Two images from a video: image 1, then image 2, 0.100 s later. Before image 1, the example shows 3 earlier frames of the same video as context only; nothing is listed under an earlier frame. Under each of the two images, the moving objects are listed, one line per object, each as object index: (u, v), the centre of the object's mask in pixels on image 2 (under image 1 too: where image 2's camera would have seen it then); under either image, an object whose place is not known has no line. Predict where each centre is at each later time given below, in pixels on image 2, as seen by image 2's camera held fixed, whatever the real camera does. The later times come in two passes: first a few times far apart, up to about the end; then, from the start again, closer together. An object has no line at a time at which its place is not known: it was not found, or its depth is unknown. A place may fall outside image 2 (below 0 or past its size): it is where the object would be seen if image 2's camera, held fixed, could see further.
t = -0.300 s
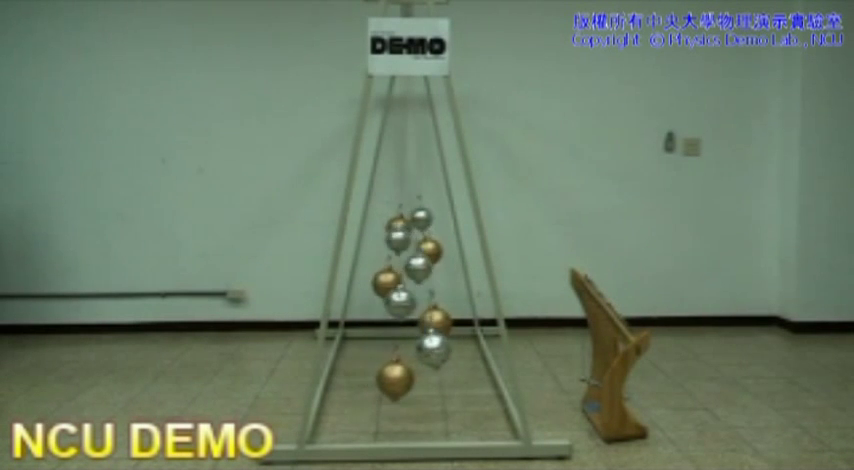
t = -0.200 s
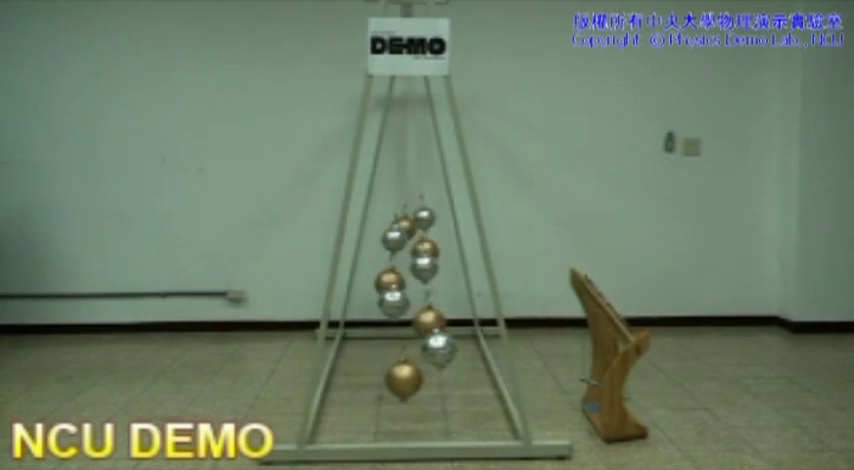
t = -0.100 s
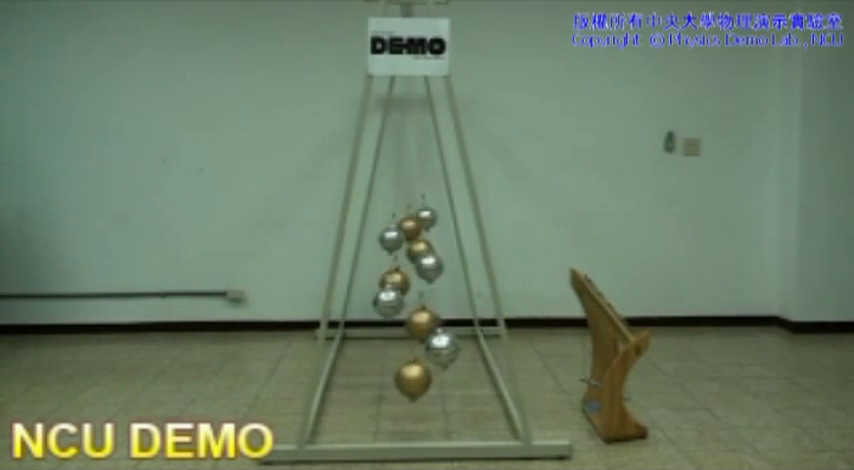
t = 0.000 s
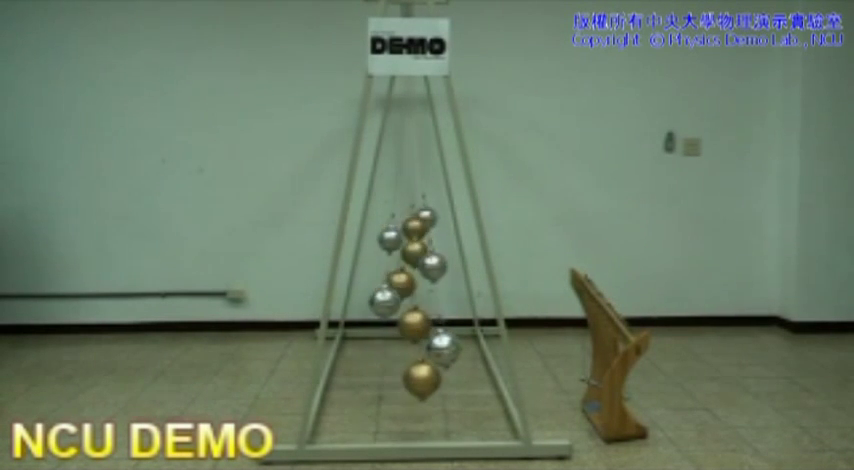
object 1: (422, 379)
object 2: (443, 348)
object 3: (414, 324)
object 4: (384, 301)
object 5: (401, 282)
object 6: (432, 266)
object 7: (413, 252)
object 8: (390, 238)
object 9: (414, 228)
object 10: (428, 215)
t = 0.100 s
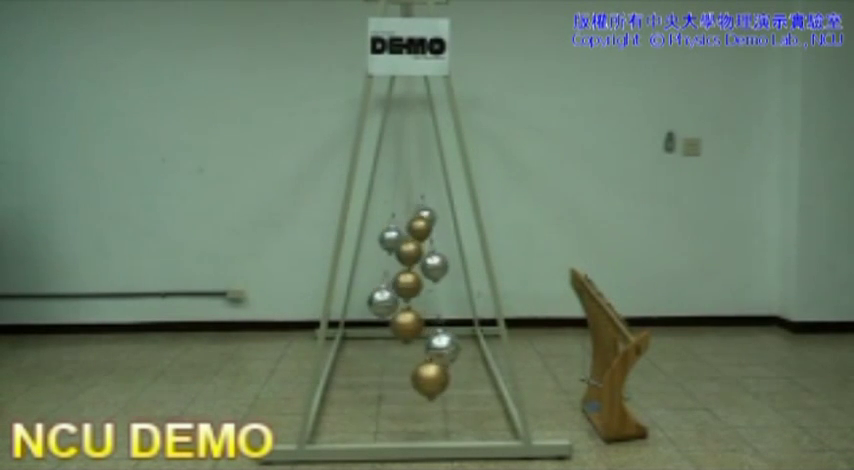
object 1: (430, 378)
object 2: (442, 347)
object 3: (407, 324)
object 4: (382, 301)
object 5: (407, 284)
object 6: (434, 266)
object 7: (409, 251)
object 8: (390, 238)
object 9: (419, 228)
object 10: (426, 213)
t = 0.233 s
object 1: (439, 378)
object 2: (437, 346)
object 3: (396, 324)
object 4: (383, 300)
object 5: (416, 284)
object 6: (434, 265)
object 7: (401, 252)
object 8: (392, 235)
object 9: (424, 227)
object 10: (419, 213)
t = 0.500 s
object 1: (446, 377)
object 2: (420, 349)
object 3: (383, 324)
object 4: (396, 300)
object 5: (431, 284)
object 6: (420, 264)
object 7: (391, 251)
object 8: (410, 238)
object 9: (429, 227)
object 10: (408, 216)
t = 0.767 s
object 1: (438, 378)
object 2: (398, 349)
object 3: (383, 322)
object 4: (415, 302)
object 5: (436, 282)
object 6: (404, 268)
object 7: (391, 249)
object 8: (424, 240)
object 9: (420, 221)
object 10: (398, 218)
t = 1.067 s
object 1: (414, 379)
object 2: (381, 349)
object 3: (400, 323)
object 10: (394, 215)
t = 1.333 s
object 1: (391, 380)
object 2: (380, 348)
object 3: (420, 325)
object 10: (406, 214)
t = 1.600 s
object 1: (377, 378)
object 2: (395, 348)
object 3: (436, 323)
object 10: (417, 217)
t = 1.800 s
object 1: (376, 379)
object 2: (410, 350)
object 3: (440, 322)
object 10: (424, 217)
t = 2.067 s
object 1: (388, 378)
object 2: (430, 349)
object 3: (434, 320)
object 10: (427, 215)
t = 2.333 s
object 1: (410, 379)
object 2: (442, 348)
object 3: (415, 324)
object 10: (415, 216)
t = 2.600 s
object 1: (433, 379)
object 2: (439, 347)
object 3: (395, 325)
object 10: (403, 216)
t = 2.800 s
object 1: (444, 378)
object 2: (427, 349)
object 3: (385, 323)
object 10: (397, 218)
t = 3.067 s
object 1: (445, 377)
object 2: (405, 350)
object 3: (382, 323)
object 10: (394, 216)
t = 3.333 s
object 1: (430, 378)
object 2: (387, 349)
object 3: (395, 321)
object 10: (406, 214)
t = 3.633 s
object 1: (405, 379)
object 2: (379, 349)
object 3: (417, 325)
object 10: (419, 217)
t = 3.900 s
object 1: (384, 379)
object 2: (388, 347)
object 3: (435, 324)
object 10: (426, 217)
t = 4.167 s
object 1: (376, 377)
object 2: (407, 350)
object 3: (440, 323)
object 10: (425, 213)
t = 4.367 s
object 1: (379, 378)
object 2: (424, 349)
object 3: (436, 321)
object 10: (413, 216)
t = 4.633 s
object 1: (396, 378)
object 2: (439, 349)
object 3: (419, 323)
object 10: (402, 217)
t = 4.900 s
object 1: (420, 379)
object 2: (441, 349)
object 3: (398, 324)
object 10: (395, 218)
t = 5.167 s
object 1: (439, 377)
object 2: (428, 347)
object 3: (384, 324)
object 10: (396, 214)
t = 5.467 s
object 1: (445, 377)
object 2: (406, 349)
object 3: (384, 323)
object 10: (412, 217)
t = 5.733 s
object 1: (434, 378)
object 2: (387, 349)
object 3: (400, 321)
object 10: (422, 217)
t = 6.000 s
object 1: (413, 379)
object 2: (379, 349)
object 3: (418, 324)
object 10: (426, 217)
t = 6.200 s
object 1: (395, 380)
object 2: (383, 348)
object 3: (432, 323)
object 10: (422, 213)
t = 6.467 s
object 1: (380, 379)
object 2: (399, 349)
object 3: (440, 322)
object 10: (409, 217)
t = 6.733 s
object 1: (377, 378)
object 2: (421, 349)
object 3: (434, 321)
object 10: (399, 217)
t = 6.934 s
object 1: (385, 379)
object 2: (434, 348)
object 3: (420, 322)
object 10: (395, 218)
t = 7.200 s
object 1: (406, 379)
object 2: (442, 348)
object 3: (401, 324)
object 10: (397, 214)
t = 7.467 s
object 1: (429, 379)
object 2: (435, 347)
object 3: (386, 323)
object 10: (412, 217)
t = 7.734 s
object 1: (443, 377)
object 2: (417, 350)
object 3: (383, 323)
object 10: (422, 217)
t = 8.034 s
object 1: (442, 377)
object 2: (393, 350)
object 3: (396, 321)
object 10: (426, 216)
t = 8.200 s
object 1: (434, 378)
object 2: (384, 349)
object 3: (408, 324)
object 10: (424, 214)
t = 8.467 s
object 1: (412, 379)
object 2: (380, 349)
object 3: (427, 323)
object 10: (408, 217)
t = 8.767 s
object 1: (388, 379)
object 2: (393, 348)
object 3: (439, 323)
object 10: (398, 217)
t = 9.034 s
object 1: (377, 378)
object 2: (413, 349)
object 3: (435, 323)
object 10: (395, 217)
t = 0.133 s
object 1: (433, 378)
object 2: (442, 347)
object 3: (405, 324)
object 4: (382, 301)
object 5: (409, 284)
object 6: (434, 266)
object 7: (407, 251)
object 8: (391, 238)
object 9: (420, 228)
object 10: (425, 213)
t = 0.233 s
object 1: (439, 378)
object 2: (437, 346)
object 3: (396, 324)
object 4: (383, 300)
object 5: (416, 284)
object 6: (434, 265)
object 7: (401, 252)
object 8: (392, 235)
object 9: (424, 227)
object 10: (419, 213)
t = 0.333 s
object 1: (444, 378)
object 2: (431, 347)
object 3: (390, 324)
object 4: (386, 299)
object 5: (423, 284)
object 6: (431, 264)
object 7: (396, 252)
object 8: (400, 235)
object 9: (427, 228)
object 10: (415, 215)
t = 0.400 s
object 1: (445, 377)
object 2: (427, 348)
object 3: (387, 324)
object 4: (390, 298)
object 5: (426, 284)
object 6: (427, 263)
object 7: (393, 252)
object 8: (404, 236)
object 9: (428, 227)
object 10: (413, 216)
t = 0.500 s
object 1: (446, 377)
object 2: (420, 349)
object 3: (383, 324)
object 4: (396, 300)
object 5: (431, 284)
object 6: (420, 264)
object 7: (391, 251)
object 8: (410, 238)
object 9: (429, 227)
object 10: (408, 216)
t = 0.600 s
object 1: (445, 377)
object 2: (411, 349)
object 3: (382, 323)
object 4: (403, 302)
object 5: (435, 283)
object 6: (415, 267)
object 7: (390, 251)
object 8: (415, 238)
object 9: (429, 225)
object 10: (404, 217)
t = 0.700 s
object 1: (442, 377)
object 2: (403, 350)
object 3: (382, 323)
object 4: (410, 303)
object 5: (435, 282)
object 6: (409, 267)
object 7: (390, 251)
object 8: (420, 240)
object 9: (426, 222)
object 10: (400, 218)
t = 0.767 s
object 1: (438, 378)
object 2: (398, 349)
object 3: (383, 322)
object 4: (415, 302)
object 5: (436, 282)
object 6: (404, 268)
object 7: (391, 249)
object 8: (424, 240)
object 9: (420, 221)
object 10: (398, 218)
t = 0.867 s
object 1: (431, 378)
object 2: (391, 349)
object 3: (386, 320)
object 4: (422, 302)
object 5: (435, 280)
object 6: (398, 267)
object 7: (395, 248)
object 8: (427, 238)
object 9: (413, 226)
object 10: (395, 218)
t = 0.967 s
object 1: (423, 378)
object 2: (385, 349)
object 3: (393, 320)
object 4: (429, 302)
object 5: (429, 279)
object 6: (393, 266)
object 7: (402, 248)
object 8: (429, 238)
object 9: (410, 228)
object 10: (394, 217)
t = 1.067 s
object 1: (414, 379)
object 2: (381, 349)
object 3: (400, 323)
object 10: (394, 215)
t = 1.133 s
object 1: (408, 379)
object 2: (380, 349)
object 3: (405, 324)
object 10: (395, 214)
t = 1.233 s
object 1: (399, 379)
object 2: (379, 349)
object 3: (413, 324)
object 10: (401, 213)
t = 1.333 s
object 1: (391, 380)
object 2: (380, 348)
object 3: (420, 325)
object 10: (406, 214)
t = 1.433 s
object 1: (384, 380)
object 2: (384, 348)
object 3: (427, 324)
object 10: (410, 216)
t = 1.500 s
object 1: (381, 379)
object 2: (388, 348)
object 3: (431, 324)
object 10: (412, 216)
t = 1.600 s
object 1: (377, 378)
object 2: (395, 348)
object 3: (436, 323)
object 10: (417, 217)
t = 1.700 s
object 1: (375, 379)
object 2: (401, 350)
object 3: (439, 323)
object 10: (421, 218)
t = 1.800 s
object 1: (376, 379)
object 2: (410, 350)
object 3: (440, 322)
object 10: (424, 217)
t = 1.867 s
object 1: (378, 379)
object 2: (416, 349)
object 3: (440, 322)
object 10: (425, 217)
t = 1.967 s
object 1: (382, 378)
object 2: (424, 349)
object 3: (438, 321)
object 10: (427, 217)
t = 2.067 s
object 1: (388, 378)
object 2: (430, 349)
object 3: (434, 320)
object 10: (427, 215)
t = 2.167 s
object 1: (396, 378)
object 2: (436, 348)
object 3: (426, 320)
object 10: (423, 213)
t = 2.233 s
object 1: (401, 379)
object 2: (439, 349)
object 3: (422, 321)
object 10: (419, 213)
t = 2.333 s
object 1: (410, 379)
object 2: (442, 348)
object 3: (415, 324)
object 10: (415, 216)
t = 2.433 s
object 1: (419, 379)
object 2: (442, 349)
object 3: (408, 324)
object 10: (411, 217)
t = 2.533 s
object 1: (428, 379)
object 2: (441, 348)
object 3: (400, 324)
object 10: (407, 216)
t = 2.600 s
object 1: (433, 379)
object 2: (439, 347)
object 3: (395, 325)
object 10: (403, 216)
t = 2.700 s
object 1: (439, 378)
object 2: (433, 347)
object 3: (389, 325)
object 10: (400, 218)
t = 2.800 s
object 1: (444, 378)
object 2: (427, 349)
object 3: (385, 323)
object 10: (397, 218)
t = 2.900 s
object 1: (445, 377)
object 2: (419, 350)
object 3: (382, 323)
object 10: (395, 218)
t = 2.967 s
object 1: (446, 377)
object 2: (414, 350)
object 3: (382, 323)
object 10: (394, 217)
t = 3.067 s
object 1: (445, 377)
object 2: (405, 350)
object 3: (382, 323)
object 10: (394, 216)
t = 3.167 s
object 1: (441, 377)
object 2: (397, 350)
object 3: (385, 321)
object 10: (396, 213)
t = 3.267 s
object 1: (435, 377)
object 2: (391, 350)
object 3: (390, 321)
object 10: (403, 214)
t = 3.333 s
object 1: (430, 378)
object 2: (387, 349)
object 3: (395, 321)
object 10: (406, 214)
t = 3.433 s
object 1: (423, 378)
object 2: (382, 349)
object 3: (401, 323)
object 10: (411, 217)
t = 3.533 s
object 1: (413, 379)
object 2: (379, 349)
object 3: (409, 324)
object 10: (414, 215)
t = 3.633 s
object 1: (405, 379)
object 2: (379, 349)
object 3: (417, 325)
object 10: (419, 217)
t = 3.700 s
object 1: (398, 379)
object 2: (380, 349)
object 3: (422, 324)
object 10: (421, 217)
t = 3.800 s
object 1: (391, 379)
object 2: (383, 348)
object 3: (428, 323)
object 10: (424, 217)
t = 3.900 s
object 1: (384, 379)
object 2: (388, 347)
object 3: (435, 324)
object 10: (426, 217)
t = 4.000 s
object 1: (380, 378)
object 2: (395, 348)
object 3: (438, 323)
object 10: (427, 216)
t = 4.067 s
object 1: (377, 378)
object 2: (399, 349)
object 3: (440, 322)
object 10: (427, 215)
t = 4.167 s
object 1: (376, 377)
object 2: (407, 350)
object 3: (440, 323)
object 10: (425, 213)
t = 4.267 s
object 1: (376, 377)
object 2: (416, 349)
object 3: (439, 323)
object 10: (417, 214)
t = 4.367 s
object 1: (379, 378)
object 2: (424, 349)
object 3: (436, 321)
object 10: (413, 216)
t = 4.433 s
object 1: (383, 378)
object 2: (428, 349)
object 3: (432, 320)
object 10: (411, 218)
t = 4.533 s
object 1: (389, 378)
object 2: (434, 349)
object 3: (424, 321)
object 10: (407, 217)
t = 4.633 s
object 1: (396, 378)
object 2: (439, 349)
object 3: (419, 323)
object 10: (402, 217)
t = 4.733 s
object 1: (405, 379)
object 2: (442, 348)
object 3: (411, 325)
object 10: (399, 218)
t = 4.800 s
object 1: (411, 379)
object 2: (442, 348)
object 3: (405, 324)
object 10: (397, 218)
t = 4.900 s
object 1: (420, 379)
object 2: (441, 349)
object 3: (398, 324)
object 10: (395, 218)
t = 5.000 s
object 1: (429, 378)
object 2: (438, 347)
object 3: (391, 323)
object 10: (395, 217)
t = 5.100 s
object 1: (436, 378)
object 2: (433, 346)
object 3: (387, 323)
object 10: (395, 215)
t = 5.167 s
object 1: (439, 377)
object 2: (428, 347)
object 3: (384, 324)
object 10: (396, 214)
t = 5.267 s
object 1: (444, 378)
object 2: (423, 350)
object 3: (382, 323)
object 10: (403, 213)
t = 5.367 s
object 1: (445, 377)
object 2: (413, 350)
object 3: (382, 323)
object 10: (408, 216)
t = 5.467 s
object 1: (445, 377)
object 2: (406, 349)
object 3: (384, 323)
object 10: (412, 217)
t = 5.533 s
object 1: (444, 377)
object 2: (400, 350)
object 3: (386, 322)
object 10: (414, 217)
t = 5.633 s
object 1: (440, 377)
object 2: (392, 350)
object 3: (392, 321)
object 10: (419, 216)
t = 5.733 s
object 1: (434, 378)
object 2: (387, 349)
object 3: (400, 321)
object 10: (422, 217)
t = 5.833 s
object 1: (427, 378)
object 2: (383, 349)
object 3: (406, 324)
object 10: (424, 217)
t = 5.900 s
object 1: (421, 379)
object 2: (381, 349)
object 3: (411, 324)
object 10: (425, 217)
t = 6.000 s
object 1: (413, 379)
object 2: (379, 349)
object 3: (418, 324)
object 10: (426, 217)
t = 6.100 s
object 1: (404, 379)
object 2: (380, 349)
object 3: (426, 324)
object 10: (426, 215)
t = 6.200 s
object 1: (395, 380)
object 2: (383, 348)
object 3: (432, 323)
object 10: (422, 213)
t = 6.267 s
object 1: (390, 380)
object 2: (386, 348)
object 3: (435, 323)
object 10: (416, 213)
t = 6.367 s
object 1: (384, 379)
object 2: (393, 348)
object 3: (439, 323)
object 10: (412, 216)
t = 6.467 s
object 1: (380, 379)
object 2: (399, 349)
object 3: (440, 322)
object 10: (409, 217)
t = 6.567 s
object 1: (377, 378)
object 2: (408, 350)
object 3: (439, 322)
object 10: (405, 217)
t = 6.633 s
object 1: (376, 378)
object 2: (413, 349)
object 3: (438, 322)
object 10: (403, 217)
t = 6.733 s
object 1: (377, 378)
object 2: (421, 349)
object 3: (434, 321)
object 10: (399, 217)
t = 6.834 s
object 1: (380, 378)
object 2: (428, 349)
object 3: (428, 320)
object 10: (396, 218)
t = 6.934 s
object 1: (385, 379)
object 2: (434, 348)
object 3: (420, 322)
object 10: (395, 218)
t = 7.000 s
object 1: (389, 379)
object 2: (437, 349)
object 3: (416, 324)
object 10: (395, 217)
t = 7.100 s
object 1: (397, 379)
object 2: (441, 348)
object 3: (409, 324)
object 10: (395, 216)
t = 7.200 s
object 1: (406, 379)
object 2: (442, 348)
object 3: (401, 324)
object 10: (397, 214)
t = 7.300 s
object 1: (415, 379)
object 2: (441, 348)
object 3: (394, 324)
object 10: (404, 214)
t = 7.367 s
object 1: (421, 379)
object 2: (439, 348)
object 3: (390, 323)
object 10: (409, 216)
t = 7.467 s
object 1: (429, 379)
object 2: (435, 347)
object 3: (386, 323)
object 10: (412, 217)
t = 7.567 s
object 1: (436, 379)
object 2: (428, 347)
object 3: (383, 323)
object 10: (415, 217)
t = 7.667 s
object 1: (441, 378)
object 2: (422, 349)
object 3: (382, 323)
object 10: (419, 216)
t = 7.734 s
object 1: (443, 377)
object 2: (417, 350)
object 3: (383, 323)
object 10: (422, 217)
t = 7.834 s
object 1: (445, 377)
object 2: (408, 350)
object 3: (385, 323)
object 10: (424, 217)
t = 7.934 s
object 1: (444, 377)
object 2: (400, 350)
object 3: (389, 321)
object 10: (425, 217)
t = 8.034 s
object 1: (442, 377)
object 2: (393, 350)
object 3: (396, 321)
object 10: (426, 216)
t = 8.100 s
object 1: (439, 377)
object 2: (389, 349)
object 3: (402, 321)
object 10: (425, 216)
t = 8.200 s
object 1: (434, 378)
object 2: (384, 349)
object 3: (408, 324)
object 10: (424, 214)
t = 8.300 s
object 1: (426, 378)
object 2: (381, 349)
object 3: (415, 325)
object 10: (416, 214)
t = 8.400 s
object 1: (418, 378)
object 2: (380, 349)
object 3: (423, 323)
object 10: (410, 216)
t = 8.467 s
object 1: (412, 379)
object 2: (380, 349)
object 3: (427, 323)
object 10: (408, 217)
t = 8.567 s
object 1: (403, 379)
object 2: (384, 349)
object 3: (433, 324)
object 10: (405, 217)
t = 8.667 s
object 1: (395, 379)
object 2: (386, 348)
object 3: (437, 323)
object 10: (401, 216)
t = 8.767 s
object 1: (388, 379)
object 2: (393, 348)
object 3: (439, 323)
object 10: (398, 217)
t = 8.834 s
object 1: (384, 379)
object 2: (398, 348)
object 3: (439, 323)
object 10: (397, 218)
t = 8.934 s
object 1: (379, 378)
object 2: (405, 350)
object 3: (439, 323)
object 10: (396, 218)
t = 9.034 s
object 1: (377, 378)
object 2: (413, 349)
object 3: (435, 323)
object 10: (395, 217)
